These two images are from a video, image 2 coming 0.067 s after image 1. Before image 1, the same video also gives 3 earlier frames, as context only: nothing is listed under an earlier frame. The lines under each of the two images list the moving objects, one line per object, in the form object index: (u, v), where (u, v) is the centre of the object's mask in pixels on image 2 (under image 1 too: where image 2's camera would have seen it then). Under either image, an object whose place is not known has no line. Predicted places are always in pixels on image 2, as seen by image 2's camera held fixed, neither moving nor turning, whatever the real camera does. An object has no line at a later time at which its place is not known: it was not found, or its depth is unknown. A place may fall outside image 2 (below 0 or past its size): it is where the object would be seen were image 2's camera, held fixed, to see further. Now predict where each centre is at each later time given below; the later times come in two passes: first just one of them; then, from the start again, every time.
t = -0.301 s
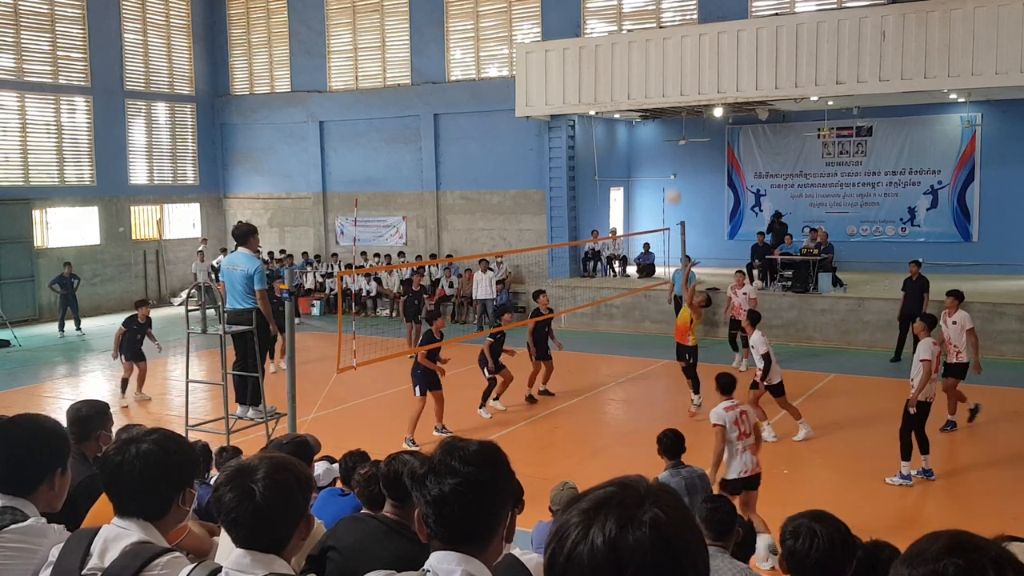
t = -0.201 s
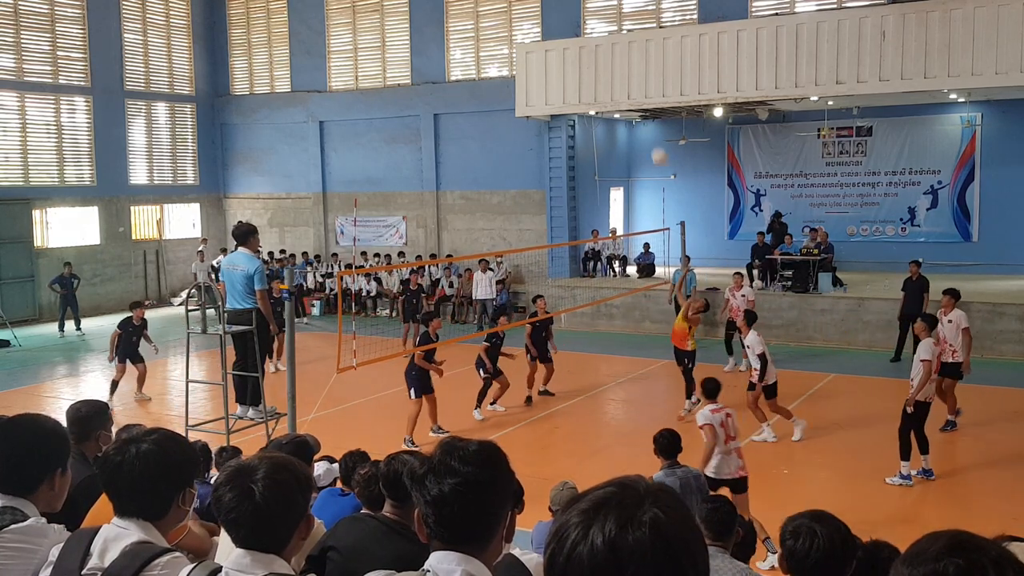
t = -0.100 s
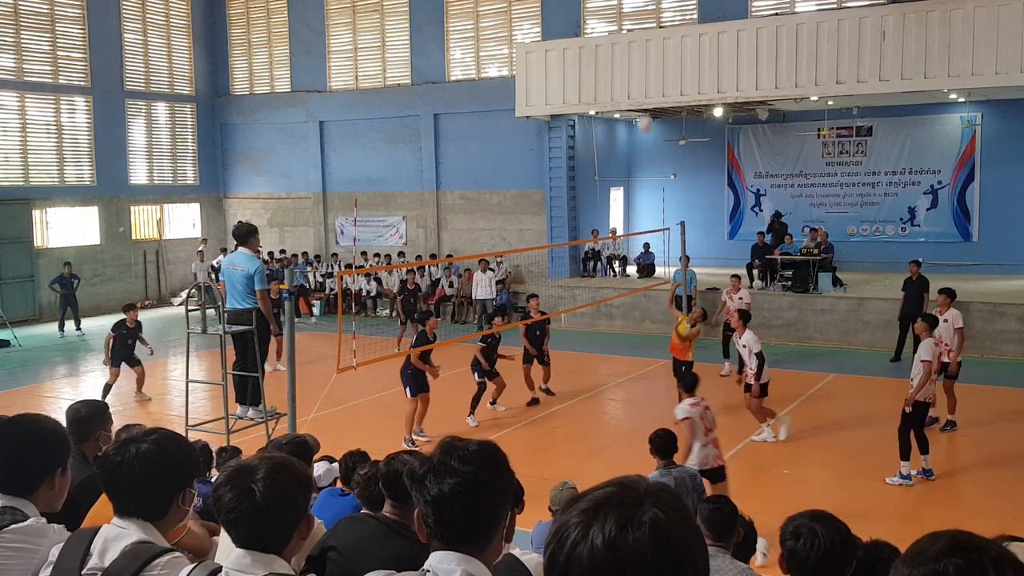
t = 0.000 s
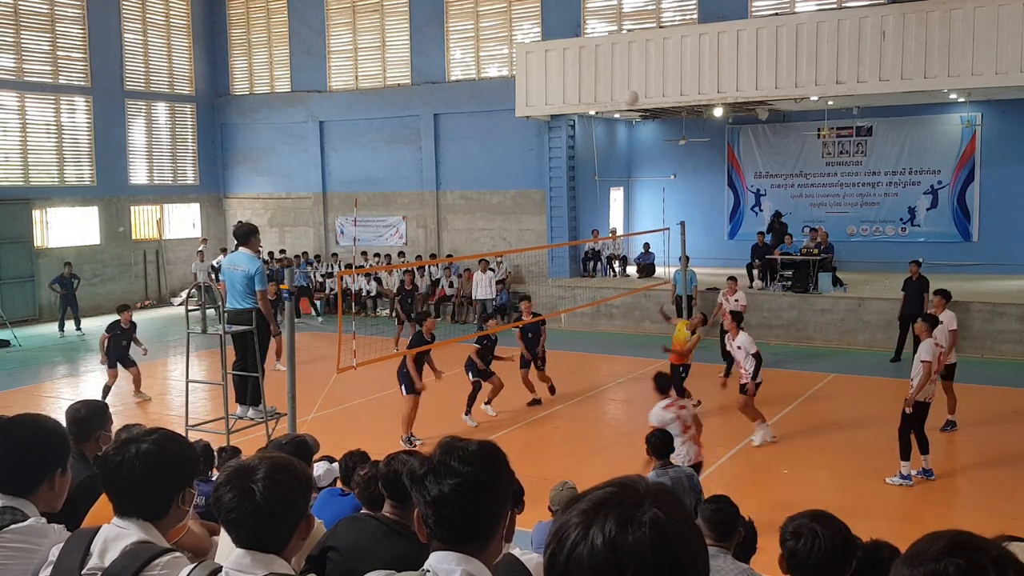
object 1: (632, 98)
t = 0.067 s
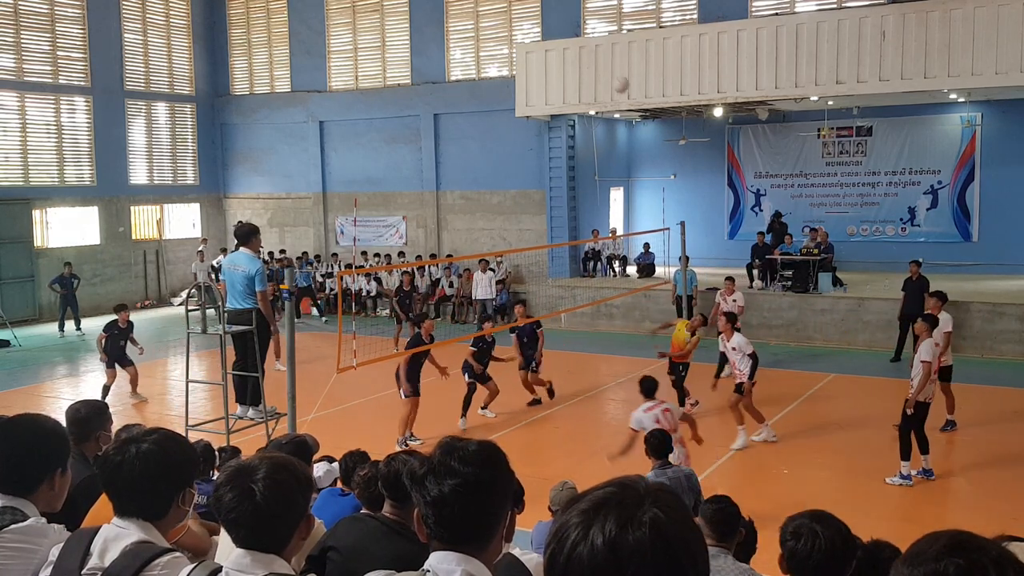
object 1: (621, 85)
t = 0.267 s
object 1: (591, 66)
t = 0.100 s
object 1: (616, 79)
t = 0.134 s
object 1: (612, 75)
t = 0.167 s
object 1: (607, 72)
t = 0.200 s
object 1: (601, 69)
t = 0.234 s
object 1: (596, 68)
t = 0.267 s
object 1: (591, 66)
